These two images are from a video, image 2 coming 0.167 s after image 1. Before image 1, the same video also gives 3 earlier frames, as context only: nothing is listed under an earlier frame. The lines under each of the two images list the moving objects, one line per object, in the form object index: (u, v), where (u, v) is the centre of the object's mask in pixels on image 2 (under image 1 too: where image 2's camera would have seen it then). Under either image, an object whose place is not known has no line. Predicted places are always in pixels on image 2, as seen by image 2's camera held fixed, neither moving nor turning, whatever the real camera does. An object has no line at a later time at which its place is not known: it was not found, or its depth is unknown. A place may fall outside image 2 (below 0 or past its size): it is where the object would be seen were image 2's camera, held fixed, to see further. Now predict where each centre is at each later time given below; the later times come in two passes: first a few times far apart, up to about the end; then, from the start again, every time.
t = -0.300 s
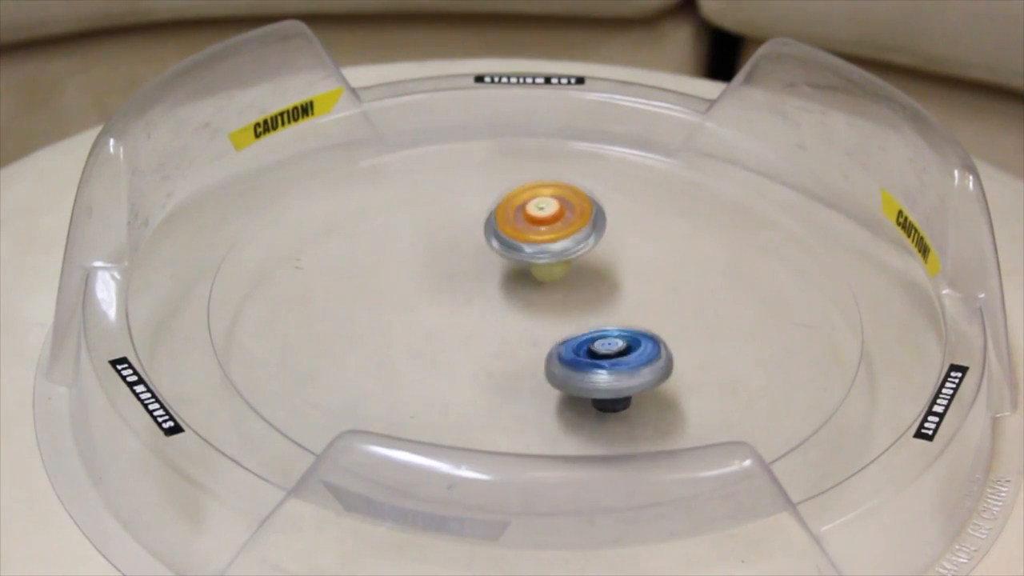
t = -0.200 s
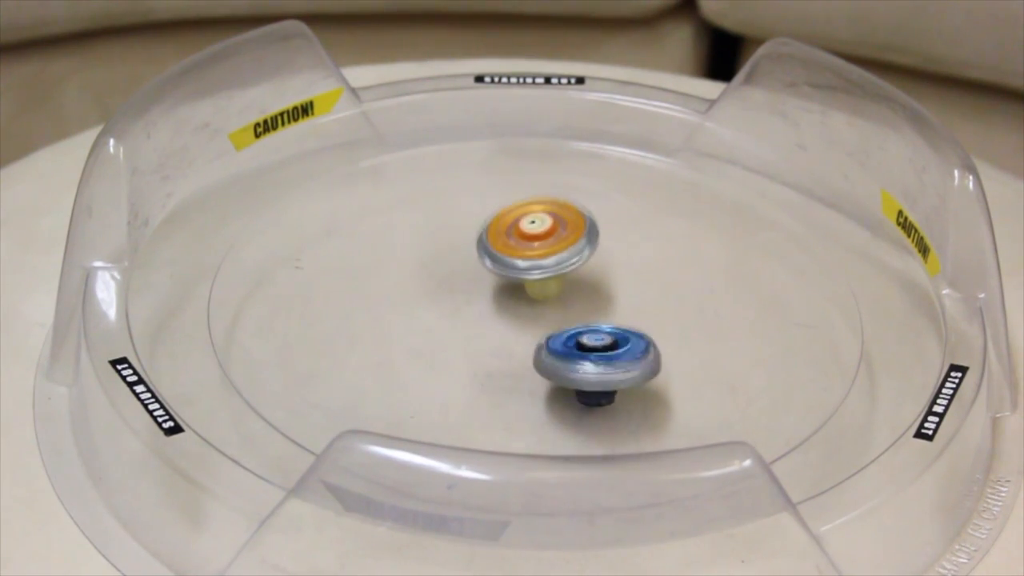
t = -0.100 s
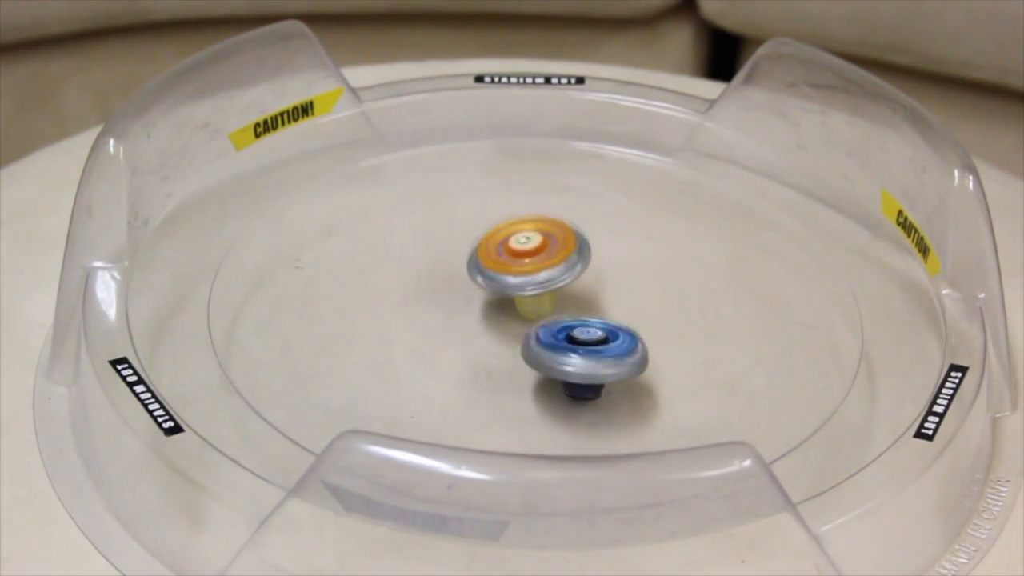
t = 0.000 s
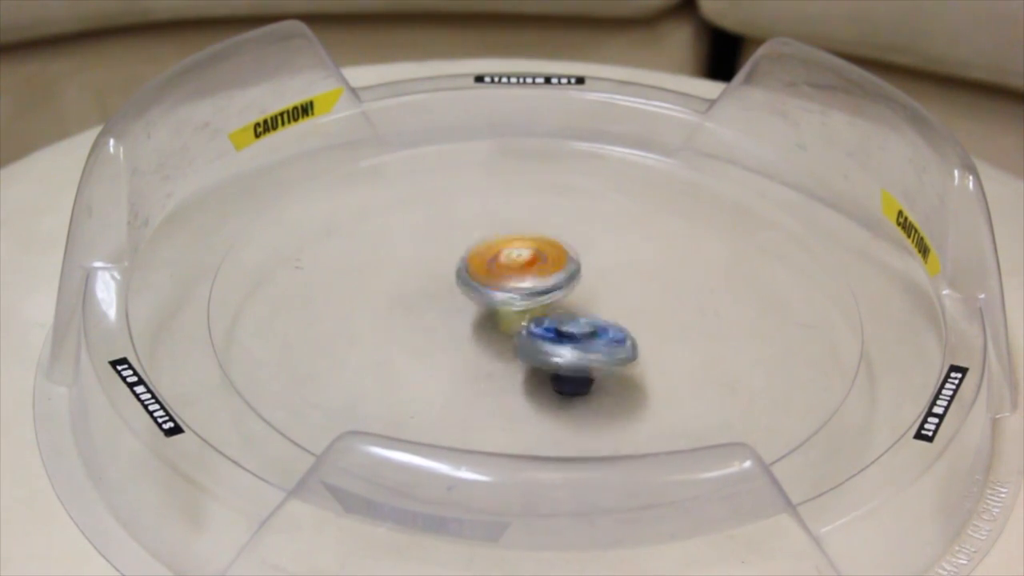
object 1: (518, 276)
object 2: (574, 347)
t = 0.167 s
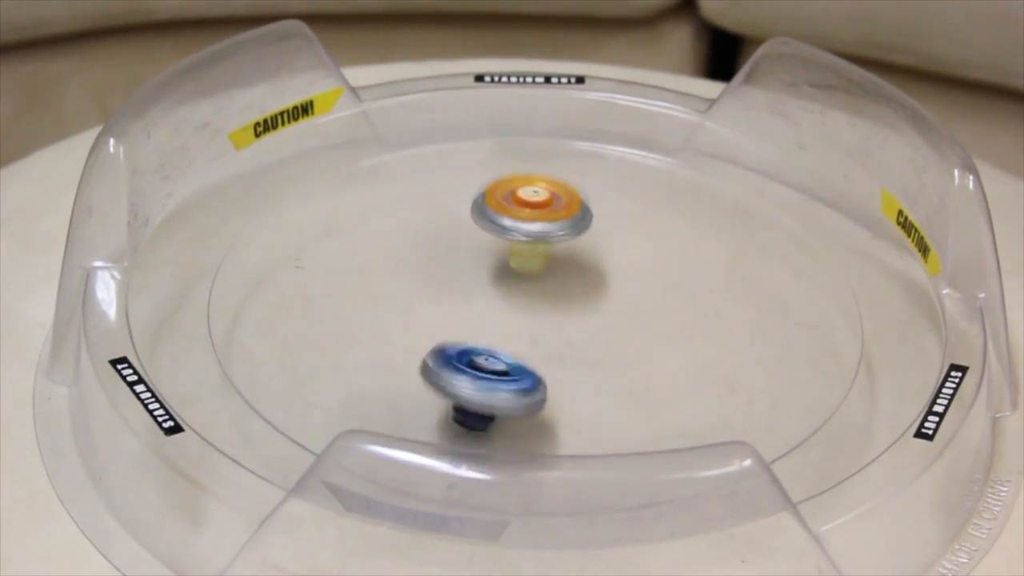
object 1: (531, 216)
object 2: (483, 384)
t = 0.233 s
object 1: (530, 220)
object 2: (460, 380)
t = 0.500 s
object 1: (487, 233)
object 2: (481, 353)
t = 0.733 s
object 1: (463, 225)
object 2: (548, 321)
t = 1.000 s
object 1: (455, 241)
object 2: (607, 291)
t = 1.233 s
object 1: (475, 271)
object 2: (618, 293)
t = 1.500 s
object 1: (499, 305)
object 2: (607, 307)
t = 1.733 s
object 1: (455, 315)
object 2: (559, 350)
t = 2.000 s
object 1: (408, 304)
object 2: (437, 407)
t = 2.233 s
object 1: (410, 293)
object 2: (444, 392)
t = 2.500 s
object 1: (508, 201)
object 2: (450, 343)
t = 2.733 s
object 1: (574, 137)
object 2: (495, 244)
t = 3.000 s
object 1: (640, 151)
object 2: (528, 218)
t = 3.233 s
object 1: (690, 220)
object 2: (533, 298)
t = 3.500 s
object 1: (663, 336)
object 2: (436, 408)
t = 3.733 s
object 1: (621, 409)
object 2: (293, 385)
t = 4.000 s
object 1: (586, 404)
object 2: (189, 266)
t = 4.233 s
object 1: (523, 344)
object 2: (301, 209)
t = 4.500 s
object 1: (469, 243)
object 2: (570, 169)
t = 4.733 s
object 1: (491, 256)
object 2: (698, 174)
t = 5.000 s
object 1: (520, 289)
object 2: (732, 283)
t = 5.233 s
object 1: (521, 322)
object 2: (704, 342)
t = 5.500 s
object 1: (484, 331)
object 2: (665, 337)
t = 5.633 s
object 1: (477, 325)
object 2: (660, 341)
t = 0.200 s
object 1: (531, 218)
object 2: (469, 382)
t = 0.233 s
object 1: (530, 220)
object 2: (460, 380)
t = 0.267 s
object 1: (525, 222)
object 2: (458, 377)
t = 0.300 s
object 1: (518, 224)
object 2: (460, 374)
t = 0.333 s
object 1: (513, 226)
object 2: (463, 371)
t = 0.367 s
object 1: (507, 228)
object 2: (466, 368)
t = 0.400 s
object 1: (501, 229)
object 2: (468, 365)
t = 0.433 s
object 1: (497, 230)
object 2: (473, 361)
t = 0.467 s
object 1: (492, 231)
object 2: (478, 358)
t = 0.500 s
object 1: (487, 233)
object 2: (481, 353)
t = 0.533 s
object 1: (483, 234)
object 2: (487, 347)
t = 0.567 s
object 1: (479, 235)
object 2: (494, 341)
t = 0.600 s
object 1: (475, 236)
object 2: (502, 333)
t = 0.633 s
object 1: (472, 237)
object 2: (511, 326)
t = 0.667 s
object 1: (467, 231)
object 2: (524, 328)
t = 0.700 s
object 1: (463, 226)
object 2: (537, 324)
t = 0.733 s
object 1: (463, 225)
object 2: (548, 321)
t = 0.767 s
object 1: (461, 225)
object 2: (558, 316)
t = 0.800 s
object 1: (459, 226)
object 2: (567, 311)
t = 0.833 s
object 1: (457, 227)
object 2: (576, 306)
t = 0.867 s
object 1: (454, 229)
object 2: (584, 303)
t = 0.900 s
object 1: (454, 231)
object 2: (592, 298)
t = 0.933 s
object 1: (454, 234)
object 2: (598, 295)
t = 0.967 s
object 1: (453, 237)
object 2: (604, 293)
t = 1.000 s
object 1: (455, 241)
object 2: (607, 291)
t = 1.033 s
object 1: (457, 245)
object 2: (611, 291)
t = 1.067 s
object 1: (459, 249)
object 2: (613, 291)
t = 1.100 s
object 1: (462, 254)
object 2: (614, 291)
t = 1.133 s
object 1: (465, 258)
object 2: (616, 291)
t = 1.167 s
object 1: (469, 262)
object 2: (617, 290)
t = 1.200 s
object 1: (472, 266)
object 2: (617, 292)
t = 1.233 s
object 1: (475, 271)
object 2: (618, 293)
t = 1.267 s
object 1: (479, 275)
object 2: (617, 293)
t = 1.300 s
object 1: (482, 280)
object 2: (617, 295)
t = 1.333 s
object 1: (485, 283)
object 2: (616, 297)
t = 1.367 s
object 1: (489, 287)
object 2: (614, 299)
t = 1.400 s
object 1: (491, 292)
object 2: (613, 301)
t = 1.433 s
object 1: (494, 296)
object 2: (610, 302)
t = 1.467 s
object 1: (497, 301)
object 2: (608, 305)
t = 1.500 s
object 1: (499, 305)
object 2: (607, 307)
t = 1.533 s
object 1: (502, 308)
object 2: (606, 308)
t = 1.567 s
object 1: (498, 312)
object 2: (604, 312)
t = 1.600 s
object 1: (492, 315)
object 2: (599, 317)
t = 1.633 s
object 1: (487, 319)
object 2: (593, 321)
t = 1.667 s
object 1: (484, 321)
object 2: (585, 326)
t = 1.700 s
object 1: (471, 318)
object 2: (572, 337)
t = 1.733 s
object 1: (455, 315)
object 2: (559, 350)
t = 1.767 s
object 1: (441, 310)
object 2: (544, 362)
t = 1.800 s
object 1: (431, 309)
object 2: (527, 375)
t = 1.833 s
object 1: (425, 307)
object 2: (509, 384)
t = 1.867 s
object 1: (420, 306)
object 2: (492, 393)
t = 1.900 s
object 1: (416, 306)
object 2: (475, 400)
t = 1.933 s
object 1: (414, 306)
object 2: (459, 404)
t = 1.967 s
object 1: (411, 306)
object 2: (446, 406)
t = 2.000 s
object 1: (408, 304)
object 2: (437, 407)
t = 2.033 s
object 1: (406, 304)
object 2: (433, 408)
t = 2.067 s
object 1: (405, 302)
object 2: (432, 406)
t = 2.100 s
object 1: (404, 301)
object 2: (433, 405)
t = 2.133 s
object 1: (404, 299)
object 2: (434, 403)
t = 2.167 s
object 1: (404, 297)
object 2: (437, 401)
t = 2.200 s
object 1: (408, 295)
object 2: (440, 398)
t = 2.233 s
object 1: (410, 293)
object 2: (444, 392)
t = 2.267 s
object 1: (415, 291)
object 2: (447, 385)
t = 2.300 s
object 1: (418, 287)
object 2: (450, 375)
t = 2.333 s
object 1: (428, 279)
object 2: (452, 369)
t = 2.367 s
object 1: (436, 269)
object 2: (454, 359)
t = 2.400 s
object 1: (452, 254)
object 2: (451, 355)
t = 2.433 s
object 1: (471, 238)
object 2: (448, 354)
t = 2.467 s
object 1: (489, 217)
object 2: (448, 350)
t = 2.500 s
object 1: (508, 201)
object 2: (450, 343)
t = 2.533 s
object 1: (526, 187)
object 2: (453, 333)
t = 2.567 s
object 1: (538, 171)
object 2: (458, 320)
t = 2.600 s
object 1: (551, 160)
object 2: (464, 305)
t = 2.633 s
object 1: (558, 151)
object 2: (471, 290)
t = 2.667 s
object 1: (563, 144)
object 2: (478, 274)
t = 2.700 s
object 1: (569, 139)
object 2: (486, 258)
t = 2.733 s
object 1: (574, 137)
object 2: (495, 244)
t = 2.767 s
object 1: (578, 135)
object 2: (503, 231)
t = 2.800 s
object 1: (585, 134)
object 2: (512, 220)
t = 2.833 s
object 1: (590, 136)
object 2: (520, 213)
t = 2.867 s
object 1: (603, 135)
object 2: (521, 210)
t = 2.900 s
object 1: (613, 136)
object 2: (523, 208)
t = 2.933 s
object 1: (625, 140)
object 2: (525, 210)
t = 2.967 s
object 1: (632, 145)
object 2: (526, 214)
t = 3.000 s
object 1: (640, 151)
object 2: (528, 218)
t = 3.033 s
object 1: (646, 158)
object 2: (531, 223)
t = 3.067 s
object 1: (651, 167)
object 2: (534, 230)
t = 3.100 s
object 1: (654, 177)
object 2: (541, 239)
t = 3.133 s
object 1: (658, 188)
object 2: (549, 249)
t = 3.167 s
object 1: (659, 201)
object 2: (556, 260)
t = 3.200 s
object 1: (663, 214)
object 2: (555, 274)
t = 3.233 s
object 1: (690, 220)
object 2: (533, 298)
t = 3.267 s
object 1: (707, 232)
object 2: (515, 318)
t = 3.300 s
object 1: (716, 249)
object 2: (497, 334)
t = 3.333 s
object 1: (715, 264)
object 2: (481, 350)
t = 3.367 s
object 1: (711, 277)
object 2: (471, 364)
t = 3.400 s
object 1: (705, 290)
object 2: (459, 379)
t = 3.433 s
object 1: (696, 304)
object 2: (448, 392)
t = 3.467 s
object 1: (681, 319)
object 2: (441, 402)
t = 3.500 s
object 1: (663, 336)
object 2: (436, 408)
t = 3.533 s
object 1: (642, 353)
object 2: (434, 412)
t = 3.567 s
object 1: (620, 369)
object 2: (435, 413)
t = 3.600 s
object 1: (596, 383)
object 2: (431, 415)
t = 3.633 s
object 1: (570, 396)
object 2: (431, 416)
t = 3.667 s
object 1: (575, 403)
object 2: (391, 411)
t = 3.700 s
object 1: (604, 410)
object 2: (334, 402)
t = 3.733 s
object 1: (621, 409)
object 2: (293, 385)
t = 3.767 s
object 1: (631, 413)
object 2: (264, 370)
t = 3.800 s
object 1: (631, 414)
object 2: (242, 355)
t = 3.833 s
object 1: (626, 414)
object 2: (225, 342)
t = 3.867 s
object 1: (619, 414)
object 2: (211, 328)
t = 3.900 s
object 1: (612, 412)
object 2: (200, 313)
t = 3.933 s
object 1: (604, 410)
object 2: (194, 298)
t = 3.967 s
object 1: (595, 408)
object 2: (190, 282)
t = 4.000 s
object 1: (586, 404)
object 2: (189, 266)
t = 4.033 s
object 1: (576, 401)
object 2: (195, 251)
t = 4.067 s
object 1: (568, 396)
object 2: (204, 239)
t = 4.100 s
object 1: (560, 390)
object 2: (215, 228)
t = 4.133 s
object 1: (551, 383)
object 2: (229, 218)
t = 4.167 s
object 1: (543, 373)
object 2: (248, 210)
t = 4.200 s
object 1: (534, 360)
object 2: (273, 210)
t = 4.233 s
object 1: (523, 344)
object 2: (301, 209)
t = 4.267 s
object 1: (513, 325)
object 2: (331, 209)
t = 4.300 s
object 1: (503, 304)
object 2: (365, 210)
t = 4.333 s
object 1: (492, 281)
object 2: (400, 213)
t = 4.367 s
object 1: (481, 256)
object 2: (429, 205)
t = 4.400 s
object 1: (473, 235)
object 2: (479, 184)
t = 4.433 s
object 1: (471, 227)
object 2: (515, 178)
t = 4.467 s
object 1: (468, 238)
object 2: (540, 177)
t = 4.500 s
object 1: (469, 243)
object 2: (570, 169)
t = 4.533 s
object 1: (477, 246)
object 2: (595, 164)
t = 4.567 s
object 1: (478, 249)
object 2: (619, 162)
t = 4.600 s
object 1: (480, 251)
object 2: (640, 162)
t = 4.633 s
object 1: (484, 253)
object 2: (657, 164)
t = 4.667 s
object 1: (484, 253)
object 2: (672, 165)
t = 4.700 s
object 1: (486, 254)
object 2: (686, 169)
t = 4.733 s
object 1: (491, 256)
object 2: (698, 174)
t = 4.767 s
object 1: (494, 257)
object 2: (709, 181)
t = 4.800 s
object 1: (497, 260)
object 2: (716, 190)
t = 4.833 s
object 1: (504, 263)
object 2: (722, 201)
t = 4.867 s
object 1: (508, 268)
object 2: (727, 214)
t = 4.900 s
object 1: (510, 274)
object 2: (730, 228)
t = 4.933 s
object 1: (516, 277)
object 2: (731, 246)
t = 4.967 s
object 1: (520, 284)
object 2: (732, 264)
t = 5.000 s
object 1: (520, 289)
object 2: (732, 283)
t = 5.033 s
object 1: (526, 294)
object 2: (731, 300)
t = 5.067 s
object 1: (527, 299)
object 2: (730, 312)
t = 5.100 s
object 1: (524, 306)
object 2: (726, 324)
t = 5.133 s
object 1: (527, 310)
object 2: (723, 332)
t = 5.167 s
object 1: (525, 314)
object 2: (717, 337)
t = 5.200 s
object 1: (521, 318)
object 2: (711, 341)
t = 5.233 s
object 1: (521, 322)
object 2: (704, 342)
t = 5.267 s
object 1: (516, 326)
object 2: (697, 342)
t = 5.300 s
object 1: (510, 328)
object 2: (690, 341)
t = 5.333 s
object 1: (509, 330)
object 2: (684, 340)
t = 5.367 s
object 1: (501, 332)
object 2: (678, 338)
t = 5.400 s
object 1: (496, 332)
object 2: (673, 337)
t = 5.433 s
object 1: (493, 332)
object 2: (670, 336)
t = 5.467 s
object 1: (486, 332)
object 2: (667, 336)
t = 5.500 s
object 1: (484, 331)
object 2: (665, 337)
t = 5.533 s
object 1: (482, 330)
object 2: (664, 338)
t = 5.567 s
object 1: (478, 328)
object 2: (663, 339)
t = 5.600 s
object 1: (479, 327)
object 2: (661, 340)
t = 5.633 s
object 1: (477, 325)
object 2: (660, 341)
